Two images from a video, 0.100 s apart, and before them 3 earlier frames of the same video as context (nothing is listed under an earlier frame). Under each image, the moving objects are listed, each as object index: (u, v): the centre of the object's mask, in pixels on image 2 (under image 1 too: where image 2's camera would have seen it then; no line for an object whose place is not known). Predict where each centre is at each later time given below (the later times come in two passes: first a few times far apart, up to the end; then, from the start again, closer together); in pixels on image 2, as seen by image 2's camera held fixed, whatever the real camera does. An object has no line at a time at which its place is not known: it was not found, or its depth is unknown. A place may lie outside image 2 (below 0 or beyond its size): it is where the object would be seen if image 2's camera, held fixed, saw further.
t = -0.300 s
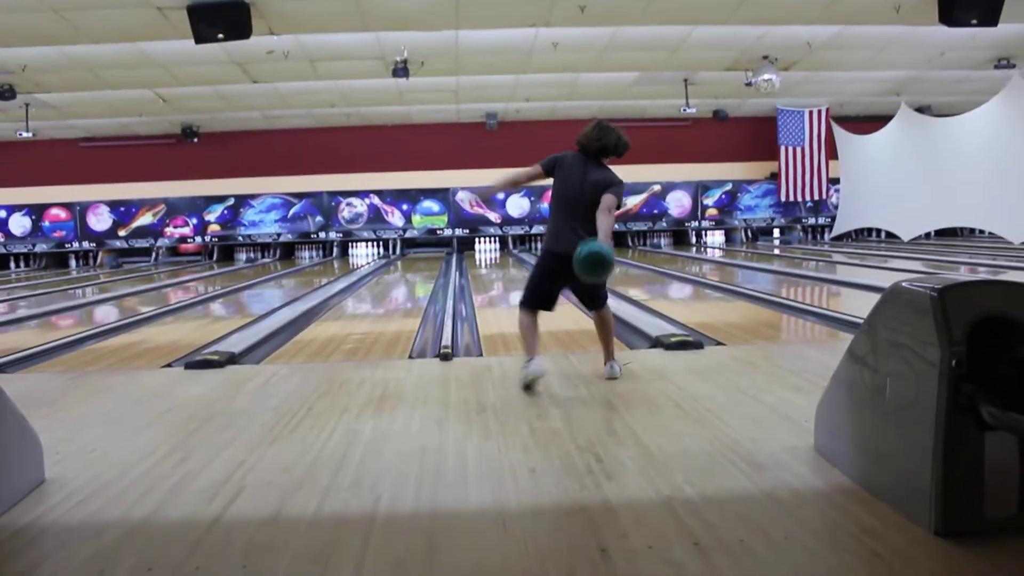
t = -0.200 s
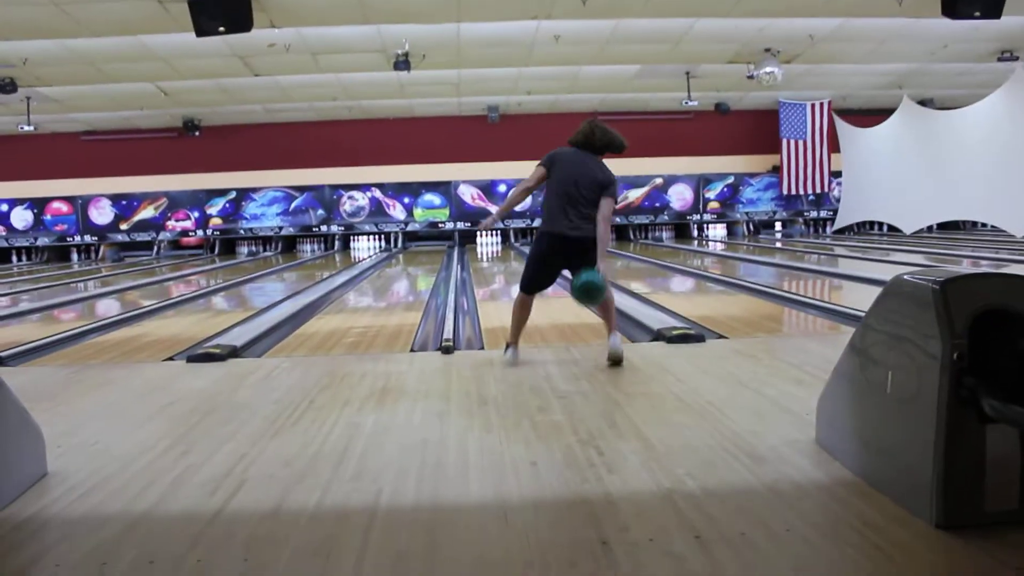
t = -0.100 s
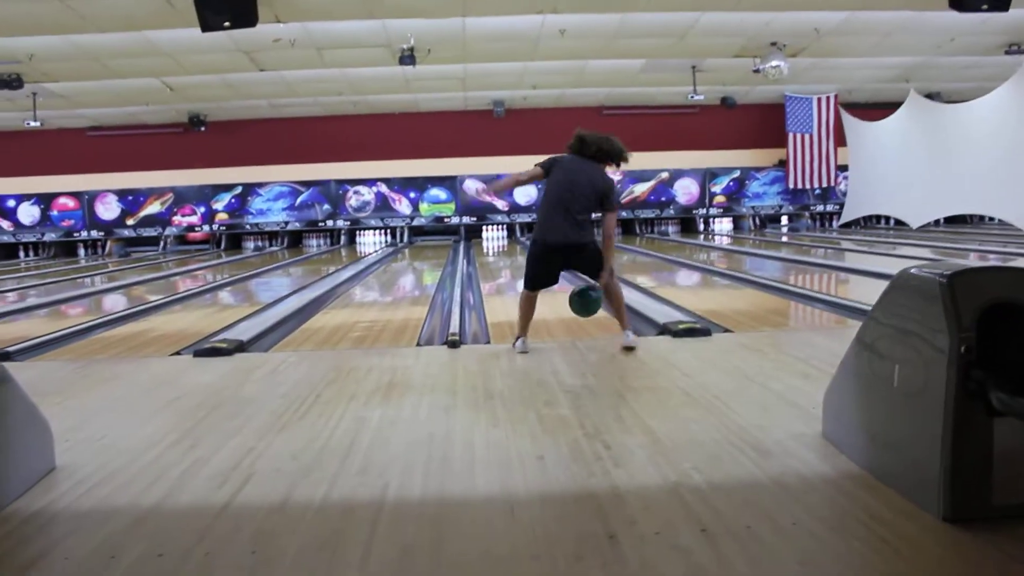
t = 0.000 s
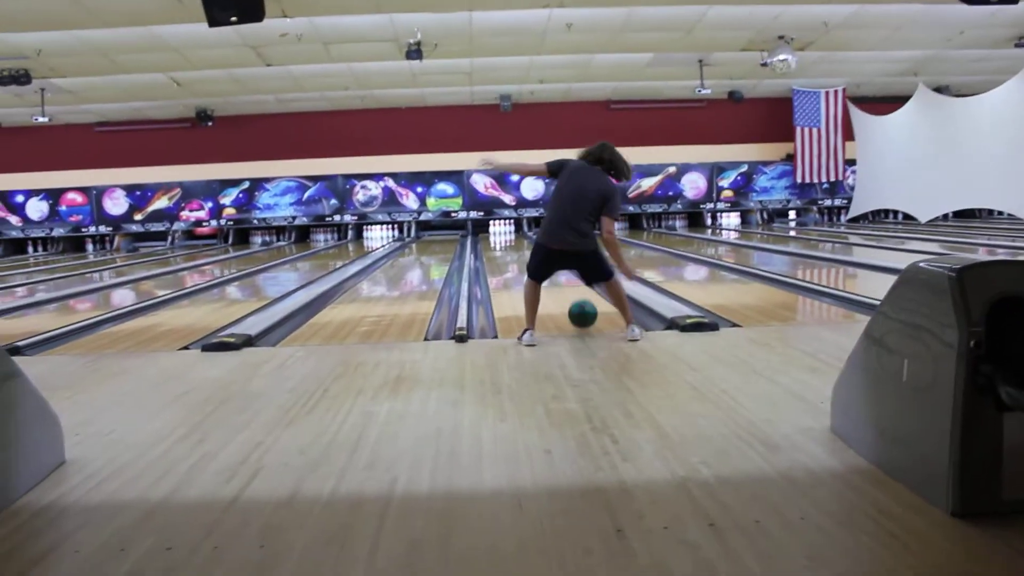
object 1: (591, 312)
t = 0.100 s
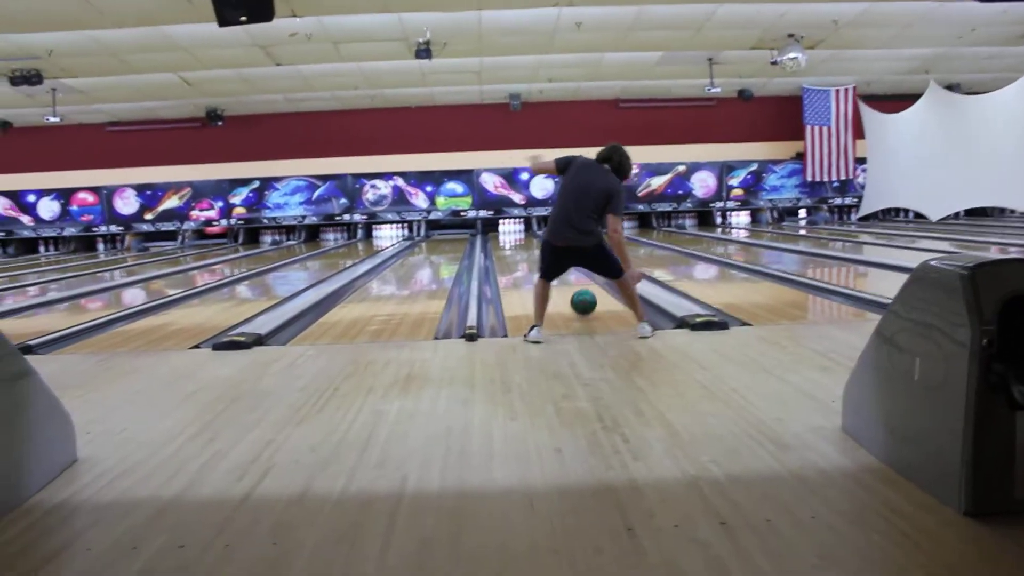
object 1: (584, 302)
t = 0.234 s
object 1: (577, 294)
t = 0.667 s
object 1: (556, 266)
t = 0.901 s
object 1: (551, 261)
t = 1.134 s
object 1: (545, 254)
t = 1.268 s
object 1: (541, 251)
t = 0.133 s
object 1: (582, 300)
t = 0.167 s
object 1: (580, 300)
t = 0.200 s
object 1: (578, 297)
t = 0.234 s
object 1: (577, 294)
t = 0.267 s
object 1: (576, 292)
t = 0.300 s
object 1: (575, 290)
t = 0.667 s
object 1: (556, 266)
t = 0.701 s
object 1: (555, 265)
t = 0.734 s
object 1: (554, 264)
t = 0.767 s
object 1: (555, 264)
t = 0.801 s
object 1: (555, 263)
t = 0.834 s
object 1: (553, 262)
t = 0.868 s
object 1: (552, 262)
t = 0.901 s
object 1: (551, 261)
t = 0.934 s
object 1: (550, 260)
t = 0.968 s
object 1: (550, 258)
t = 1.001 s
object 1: (549, 257)
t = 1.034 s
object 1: (548, 256)
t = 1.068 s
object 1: (547, 256)
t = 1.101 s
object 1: (546, 254)
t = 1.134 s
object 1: (545, 254)
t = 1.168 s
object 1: (544, 253)
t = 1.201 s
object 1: (543, 252)
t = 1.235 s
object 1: (542, 251)
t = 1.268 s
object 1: (541, 251)
